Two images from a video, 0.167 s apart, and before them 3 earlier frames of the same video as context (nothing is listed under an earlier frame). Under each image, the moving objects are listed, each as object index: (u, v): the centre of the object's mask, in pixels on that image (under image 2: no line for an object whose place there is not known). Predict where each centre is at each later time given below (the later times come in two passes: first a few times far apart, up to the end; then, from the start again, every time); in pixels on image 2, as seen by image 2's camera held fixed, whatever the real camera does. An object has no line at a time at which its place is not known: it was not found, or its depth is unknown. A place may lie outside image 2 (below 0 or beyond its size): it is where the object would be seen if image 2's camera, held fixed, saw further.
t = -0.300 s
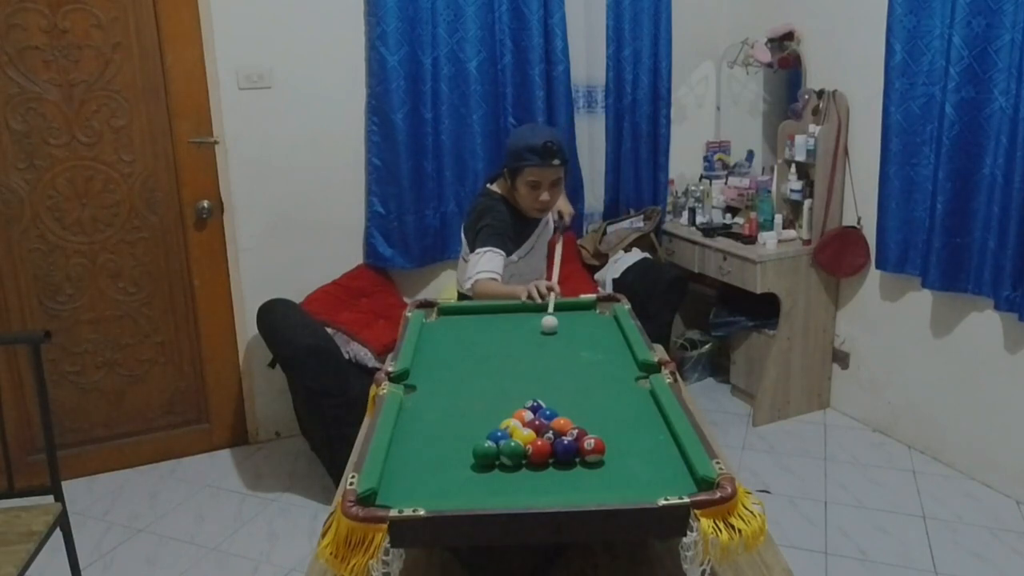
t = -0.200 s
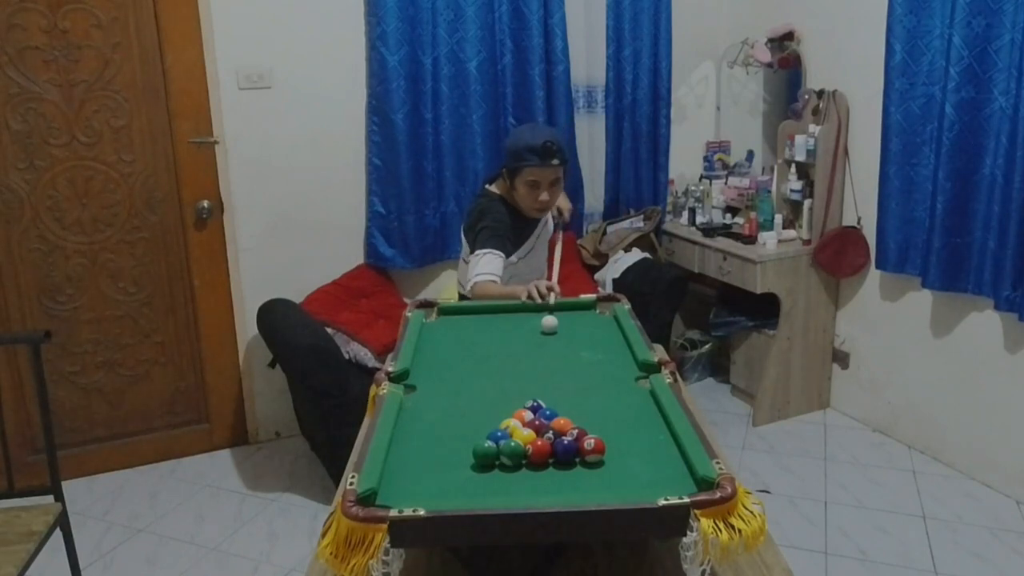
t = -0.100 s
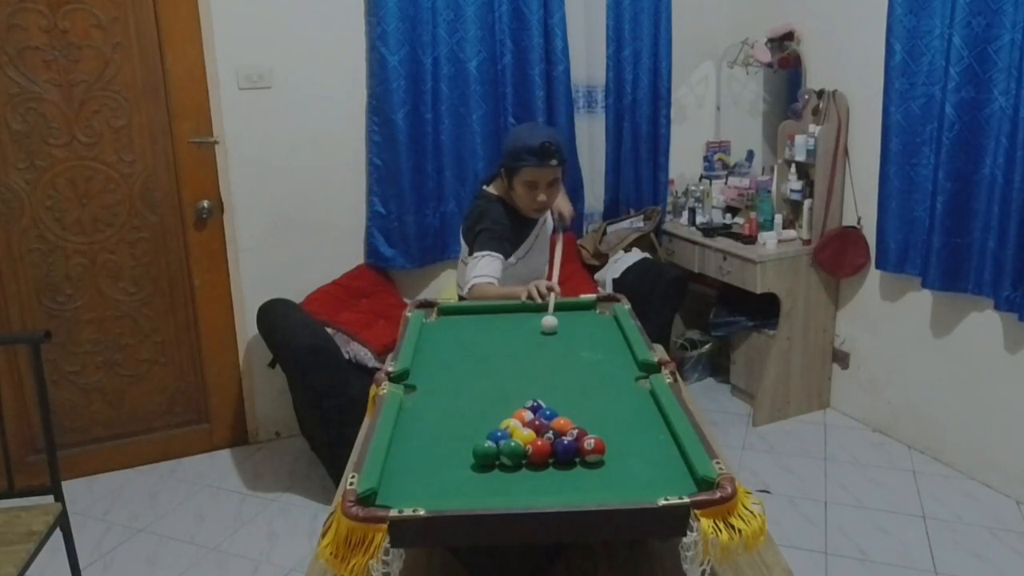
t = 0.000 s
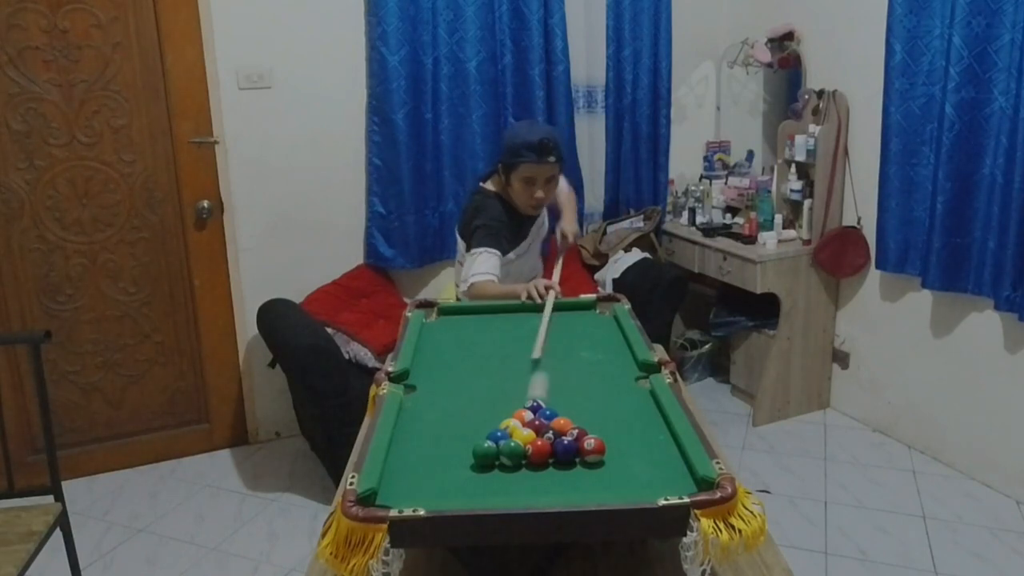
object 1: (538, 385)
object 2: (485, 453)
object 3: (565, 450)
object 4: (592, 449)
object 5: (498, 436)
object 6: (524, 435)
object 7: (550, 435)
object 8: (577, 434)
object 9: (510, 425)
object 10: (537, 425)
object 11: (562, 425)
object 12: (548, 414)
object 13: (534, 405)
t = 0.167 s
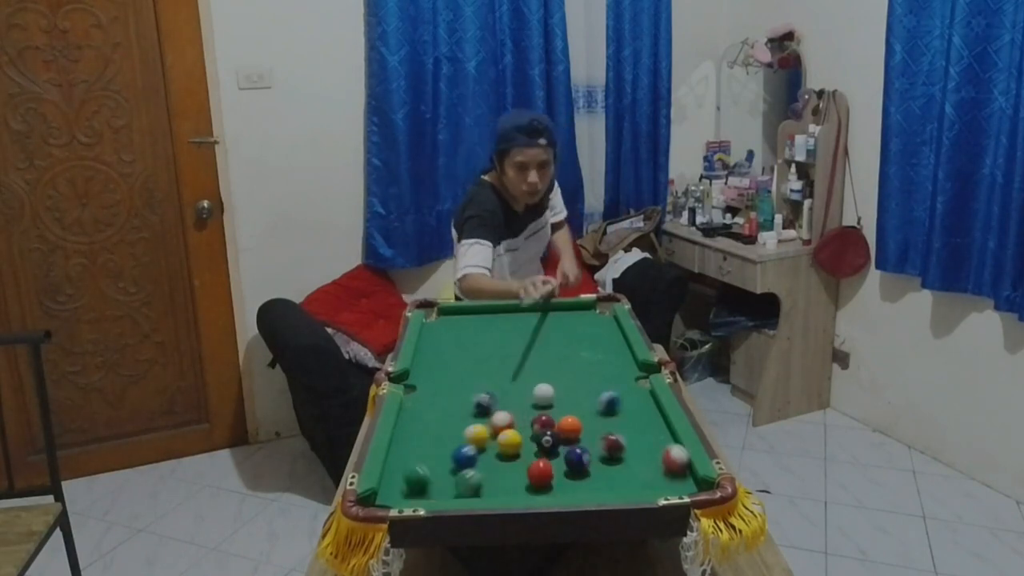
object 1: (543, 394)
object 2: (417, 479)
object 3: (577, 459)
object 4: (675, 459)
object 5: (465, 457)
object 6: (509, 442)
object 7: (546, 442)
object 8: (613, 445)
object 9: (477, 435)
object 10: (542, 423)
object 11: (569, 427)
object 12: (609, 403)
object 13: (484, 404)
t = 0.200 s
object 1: (544, 394)
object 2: (410, 470)
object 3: (580, 460)
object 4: (665, 450)
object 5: (458, 461)
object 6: (507, 442)
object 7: (546, 441)
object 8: (618, 448)
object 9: (471, 437)
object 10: (544, 423)
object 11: (570, 427)
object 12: (618, 397)
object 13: (476, 402)
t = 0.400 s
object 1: (547, 401)
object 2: (415, 432)
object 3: (593, 471)
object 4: (611, 412)
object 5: (414, 470)
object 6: (491, 444)
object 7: (546, 441)
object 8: (660, 456)
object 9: (430, 443)
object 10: (550, 419)
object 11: (577, 426)
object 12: (618, 384)
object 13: (424, 390)
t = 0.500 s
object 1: (547, 403)
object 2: (430, 417)
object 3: (599, 476)
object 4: (589, 395)
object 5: (396, 470)
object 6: (484, 444)
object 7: (545, 441)
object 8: (675, 459)
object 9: (412, 445)
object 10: (552, 419)
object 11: (579, 427)
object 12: (601, 378)
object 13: (421, 384)
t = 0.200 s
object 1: (544, 394)
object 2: (410, 470)
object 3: (580, 460)
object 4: (665, 450)
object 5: (458, 461)
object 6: (507, 442)
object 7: (546, 441)
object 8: (618, 448)
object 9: (471, 437)
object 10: (544, 423)
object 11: (570, 427)
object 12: (618, 397)
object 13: (476, 402)
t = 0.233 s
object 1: (545, 395)
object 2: (404, 464)
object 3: (582, 463)
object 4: (654, 442)
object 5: (452, 462)
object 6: (504, 443)
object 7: (547, 441)
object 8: (625, 449)
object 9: (464, 438)
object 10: (545, 421)
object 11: (572, 427)
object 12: (629, 395)
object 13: (465, 400)
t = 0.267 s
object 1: (545, 397)
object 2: (399, 458)
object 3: (585, 464)
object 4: (646, 434)
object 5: (445, 465)
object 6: (501, 443)
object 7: (547, 441)
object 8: (631, 449)
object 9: (457, 439)
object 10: (546, 421)
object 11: (573, 427)
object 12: (639, 391)
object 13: (458, 400)
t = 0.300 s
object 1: (546, 398)
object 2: (403, 452)
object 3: (587, 466)
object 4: (635, 427)
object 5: (438, 465)
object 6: (499, 443)
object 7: (547, 441)
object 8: (639, 451)
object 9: (450, 440)
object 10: (547, 420)
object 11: (574, 427)
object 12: (639, 387)
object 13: (449, 395)
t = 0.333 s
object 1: (546, 399)
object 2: (408, 448)
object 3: (589, 468)
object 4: (627, 424)
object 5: (430, 467)
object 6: (496, 443)
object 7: (547, 440)
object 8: (646, 453)
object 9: (443, 441)
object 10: (549, 419)
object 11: (575, 426)
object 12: (632, 388)
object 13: (439, 394)
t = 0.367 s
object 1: (546, 400)
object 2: (412, 439)
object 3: (591, 470)
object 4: (619, 417)
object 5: (422, 469)
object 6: (493, 443)
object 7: (546, 441)
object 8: (653, 454)
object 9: (437, 442)
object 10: (549, 419)
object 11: (576, 426)
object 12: (625, 386)
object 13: (431, 393)
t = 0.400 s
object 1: (547, 401)
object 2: (415, 432)
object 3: (593, 471)
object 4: (611, 412)
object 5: (414, 470)
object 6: (491, 444)
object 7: (546, 441)
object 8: (660, 456)
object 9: (430, 443)
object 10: (550, 419)
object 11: (577, 426)
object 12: (618, 384)
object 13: (424, 390)
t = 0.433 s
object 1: (547, 401)
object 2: (421, 425)
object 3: (595, 473)
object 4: (603, 407)
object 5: (406, 470)
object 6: (488, 444)
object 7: (546, 440)
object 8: (666, 457)
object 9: (424, 444)
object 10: (551, 419)
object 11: (578, 427)
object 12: (611, 383)
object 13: (414, 390)
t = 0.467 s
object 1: (547, 402)
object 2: (426, 422)
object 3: (597, 475)
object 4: (596, 402)
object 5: (397, 471)
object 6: (486, 444)
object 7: (546, 440)
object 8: (672, 455)
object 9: (418, 445)
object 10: (552, 419)
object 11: (578, 427)
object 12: (606, 381)
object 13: (416, 387)
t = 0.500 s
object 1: (547, 403)
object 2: (430, 417)
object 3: (599, 476)
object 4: (589, 395)
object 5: (396, 470)
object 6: (484, 444)
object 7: (545, 441)
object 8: (675, 459)
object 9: (412, 445)
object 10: (552, 419)
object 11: (579, 427)
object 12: (601, 378)
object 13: (421, 384)
